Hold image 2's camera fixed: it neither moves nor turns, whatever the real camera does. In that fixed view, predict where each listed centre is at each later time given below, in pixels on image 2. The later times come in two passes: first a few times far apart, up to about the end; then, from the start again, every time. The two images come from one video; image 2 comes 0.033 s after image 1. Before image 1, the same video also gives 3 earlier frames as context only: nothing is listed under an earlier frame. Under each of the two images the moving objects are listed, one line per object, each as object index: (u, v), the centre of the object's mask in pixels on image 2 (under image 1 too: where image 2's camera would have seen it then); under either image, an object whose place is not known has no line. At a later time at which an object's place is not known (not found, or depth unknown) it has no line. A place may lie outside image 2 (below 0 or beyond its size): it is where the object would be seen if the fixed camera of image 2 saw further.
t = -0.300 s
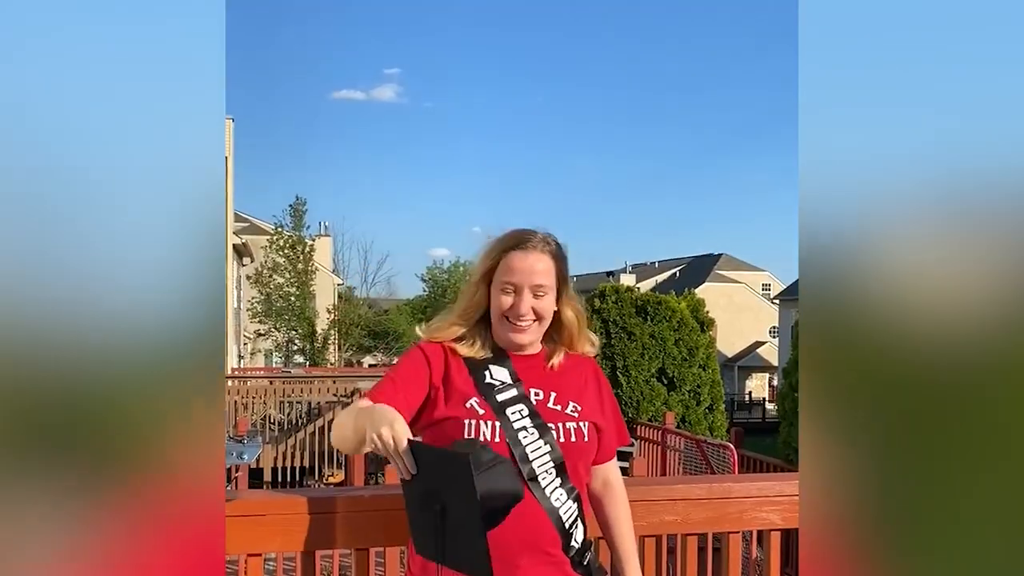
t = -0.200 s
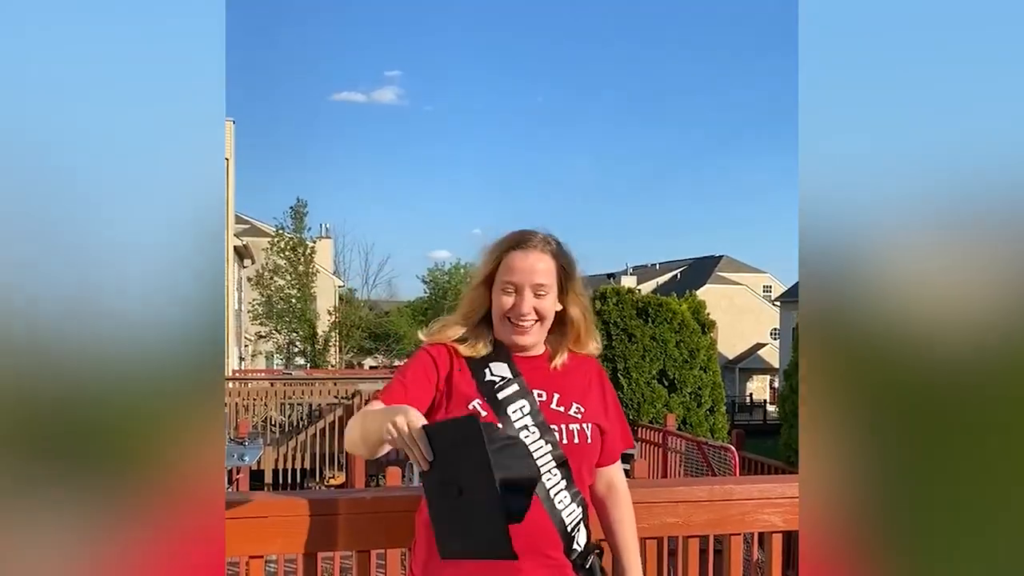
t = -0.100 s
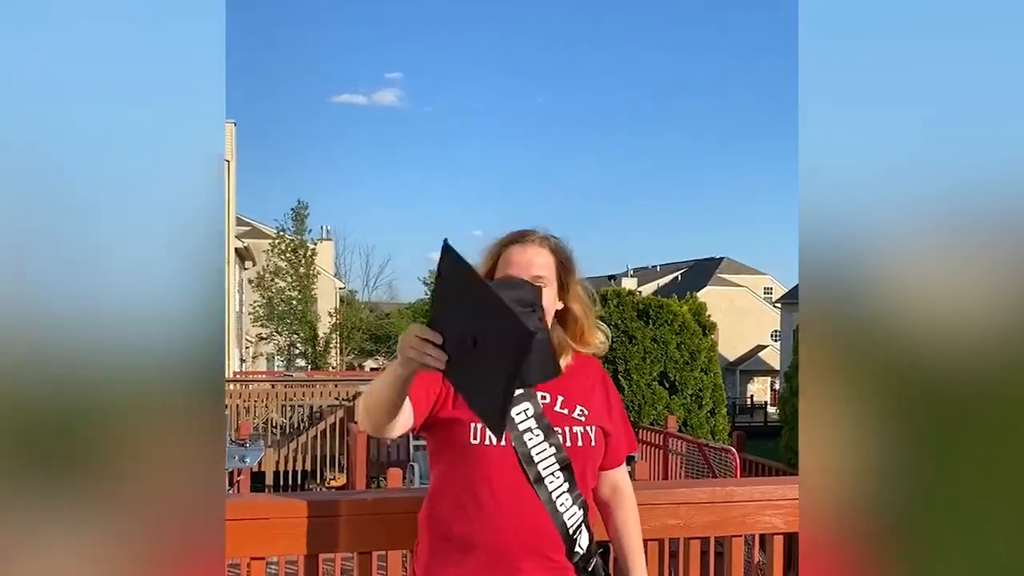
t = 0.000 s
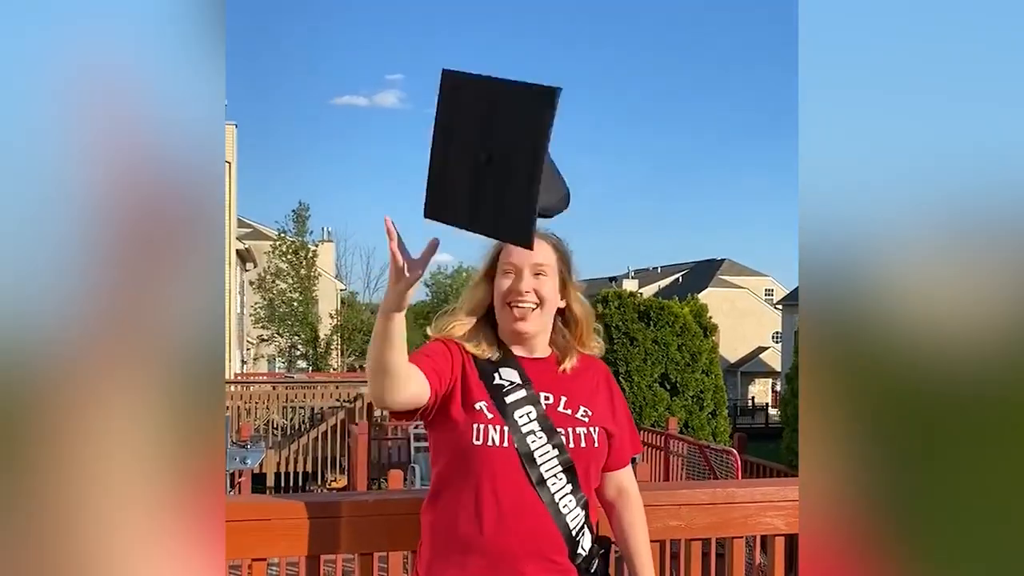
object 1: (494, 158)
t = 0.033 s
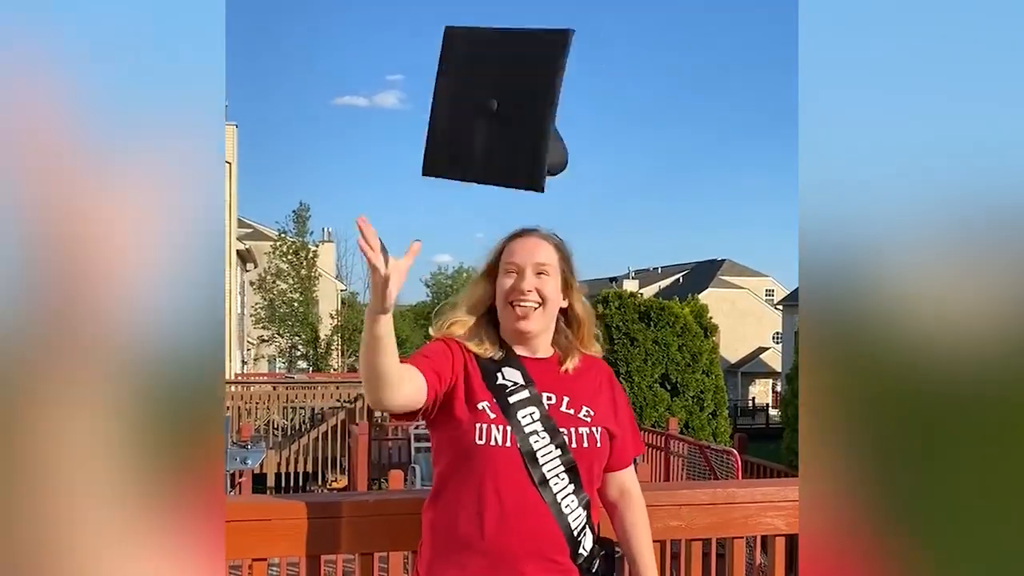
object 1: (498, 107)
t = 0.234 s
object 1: (532, 44)
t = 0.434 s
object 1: (558, 190)
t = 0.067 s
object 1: (502, 69)
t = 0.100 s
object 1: (510, 52)
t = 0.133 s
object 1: (520, 41)
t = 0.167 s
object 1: (530, 37)
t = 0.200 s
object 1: (533, 37)
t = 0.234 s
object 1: (532, 44)
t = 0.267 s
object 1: (529, 58)
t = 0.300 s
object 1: (533, 72)
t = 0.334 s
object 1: (538, 95)
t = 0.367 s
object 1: (545, 124)
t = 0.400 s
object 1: (551, 156)
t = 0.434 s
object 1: (558, 190)
